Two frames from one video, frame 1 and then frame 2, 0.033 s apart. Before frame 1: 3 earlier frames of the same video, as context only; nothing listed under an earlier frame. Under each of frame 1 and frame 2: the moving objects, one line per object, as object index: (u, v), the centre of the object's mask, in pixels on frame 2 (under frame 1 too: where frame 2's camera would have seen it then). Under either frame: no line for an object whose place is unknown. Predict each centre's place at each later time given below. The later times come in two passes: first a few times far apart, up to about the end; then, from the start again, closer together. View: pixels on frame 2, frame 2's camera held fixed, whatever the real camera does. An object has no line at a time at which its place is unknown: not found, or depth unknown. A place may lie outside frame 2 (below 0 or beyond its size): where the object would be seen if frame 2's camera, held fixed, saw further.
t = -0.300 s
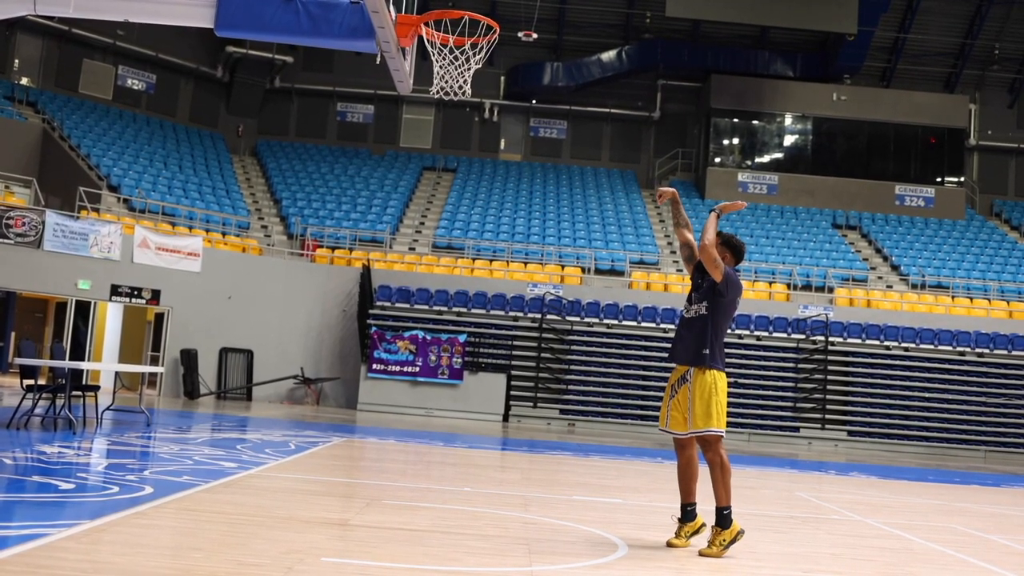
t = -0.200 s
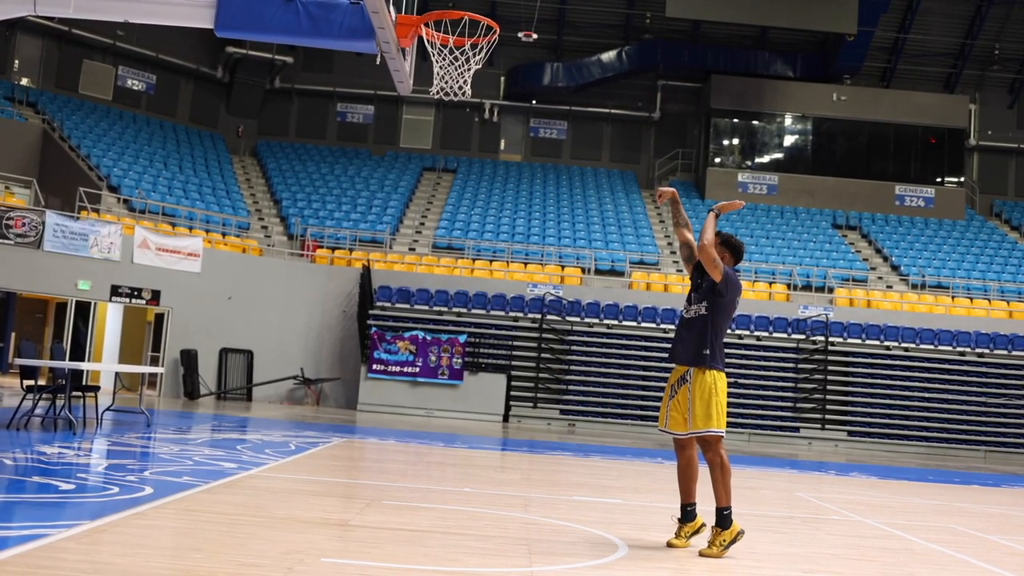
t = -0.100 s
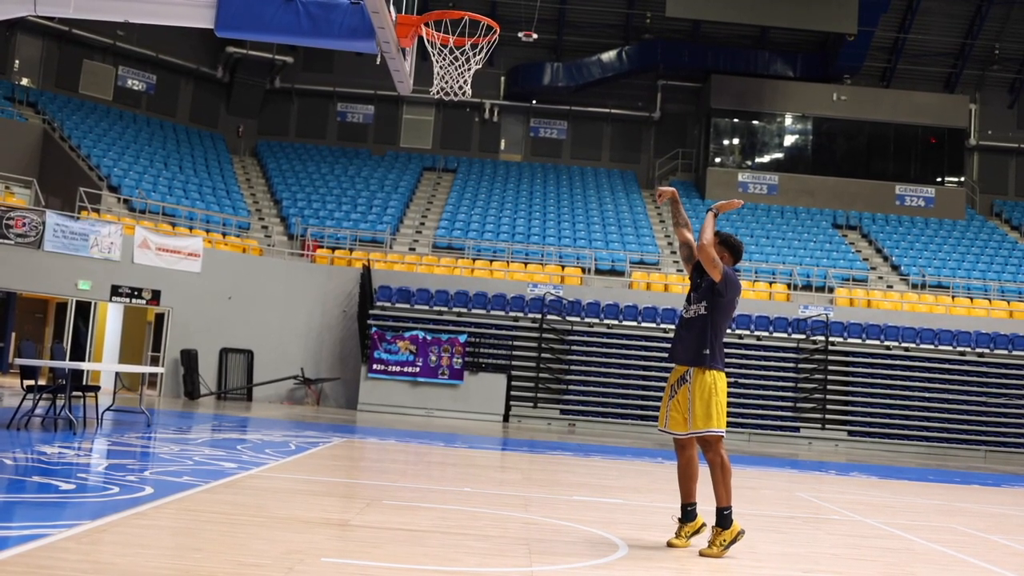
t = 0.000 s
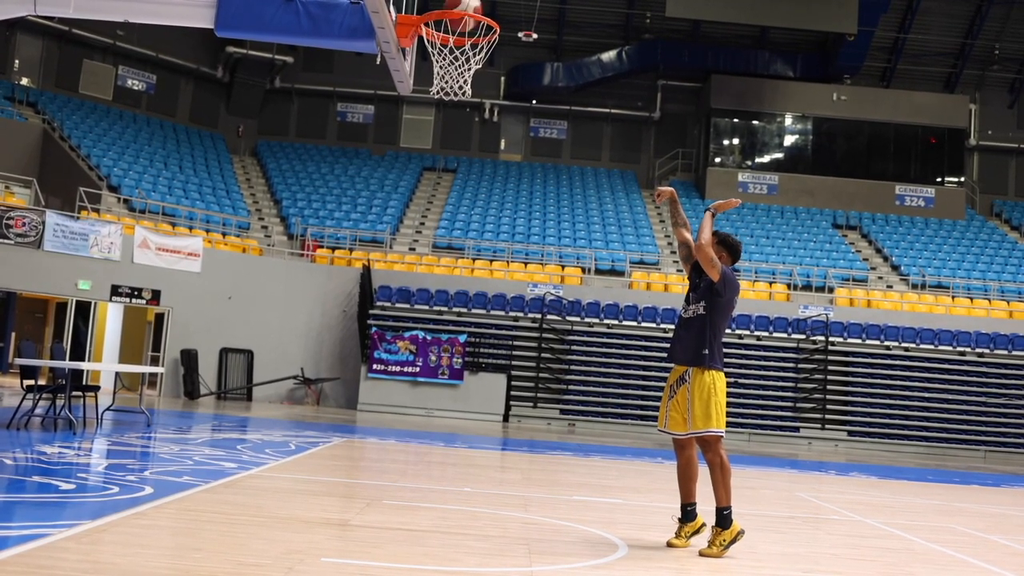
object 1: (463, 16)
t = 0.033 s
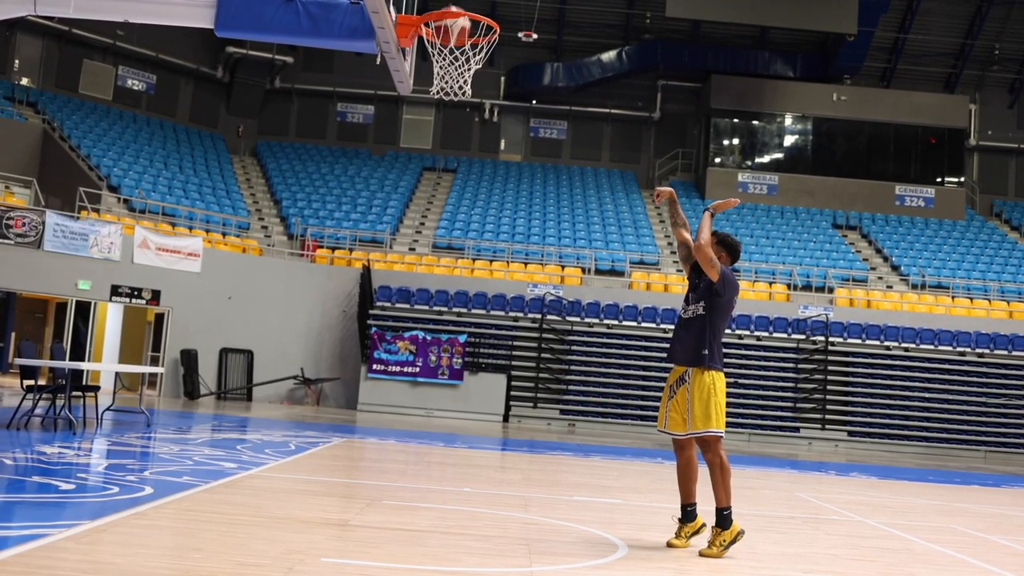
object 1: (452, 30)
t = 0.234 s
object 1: (416, 100)
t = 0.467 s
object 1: (385, 242)
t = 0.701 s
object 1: (343, 480)
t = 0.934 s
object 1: (387, 355)
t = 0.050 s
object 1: (446, 35)
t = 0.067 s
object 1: (439, 43)
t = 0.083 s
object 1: (435, 51)
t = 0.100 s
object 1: (430, 56)
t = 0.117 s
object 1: (428, 63)
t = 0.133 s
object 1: (426, 67)
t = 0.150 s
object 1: (424, 71)
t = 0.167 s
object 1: (422, 75)
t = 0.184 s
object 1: (421, 81)
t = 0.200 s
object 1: (419, 87)
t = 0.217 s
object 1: (417, 93)
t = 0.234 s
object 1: (416, 100)
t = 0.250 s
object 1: (414, 107)
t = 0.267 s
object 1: (412, 115)
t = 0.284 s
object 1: (410, 123)
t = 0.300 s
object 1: (408, 131)
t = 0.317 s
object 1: (406, 140)
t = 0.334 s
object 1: (403, 149)
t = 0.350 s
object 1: (402, 159)
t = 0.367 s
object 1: (400, 170)
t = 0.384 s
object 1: (397, 181)
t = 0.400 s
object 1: (395, 192)
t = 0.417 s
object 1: (393, 203)
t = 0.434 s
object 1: (390, 215)
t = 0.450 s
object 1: (387, 228)
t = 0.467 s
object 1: (385, 242)
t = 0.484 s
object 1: (382, 256)
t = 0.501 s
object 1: (379, 271)
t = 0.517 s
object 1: (376, 286)
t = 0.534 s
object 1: (374, 300)
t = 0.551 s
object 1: (371, 316)
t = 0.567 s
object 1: (368, 333)
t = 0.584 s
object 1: (365, 349)
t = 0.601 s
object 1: (362, 366)
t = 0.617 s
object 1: (359, 384)
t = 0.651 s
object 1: (353, 420)
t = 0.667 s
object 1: (350, 440)
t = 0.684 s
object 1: (346, 460)
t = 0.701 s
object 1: (343, 480)
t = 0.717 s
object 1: (339, 503)
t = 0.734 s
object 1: (341, 502)
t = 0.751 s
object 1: (345, 487)
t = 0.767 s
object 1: (349, 473)
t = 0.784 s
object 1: (352, 459)
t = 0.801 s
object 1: (356, 446)
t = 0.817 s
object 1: (361, 433)
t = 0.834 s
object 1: (364, 420)
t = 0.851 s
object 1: (368, 408)
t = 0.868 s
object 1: (372, 397)
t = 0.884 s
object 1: (376, 386)
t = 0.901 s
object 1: (379, 375)
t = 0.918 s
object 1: (383, 365)
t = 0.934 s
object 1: (387, 355)
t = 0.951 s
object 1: (390, 346)
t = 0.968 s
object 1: (394, 337)
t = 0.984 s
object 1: (397, 329)
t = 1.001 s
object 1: (401, 322)
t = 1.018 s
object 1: (404, 314)
